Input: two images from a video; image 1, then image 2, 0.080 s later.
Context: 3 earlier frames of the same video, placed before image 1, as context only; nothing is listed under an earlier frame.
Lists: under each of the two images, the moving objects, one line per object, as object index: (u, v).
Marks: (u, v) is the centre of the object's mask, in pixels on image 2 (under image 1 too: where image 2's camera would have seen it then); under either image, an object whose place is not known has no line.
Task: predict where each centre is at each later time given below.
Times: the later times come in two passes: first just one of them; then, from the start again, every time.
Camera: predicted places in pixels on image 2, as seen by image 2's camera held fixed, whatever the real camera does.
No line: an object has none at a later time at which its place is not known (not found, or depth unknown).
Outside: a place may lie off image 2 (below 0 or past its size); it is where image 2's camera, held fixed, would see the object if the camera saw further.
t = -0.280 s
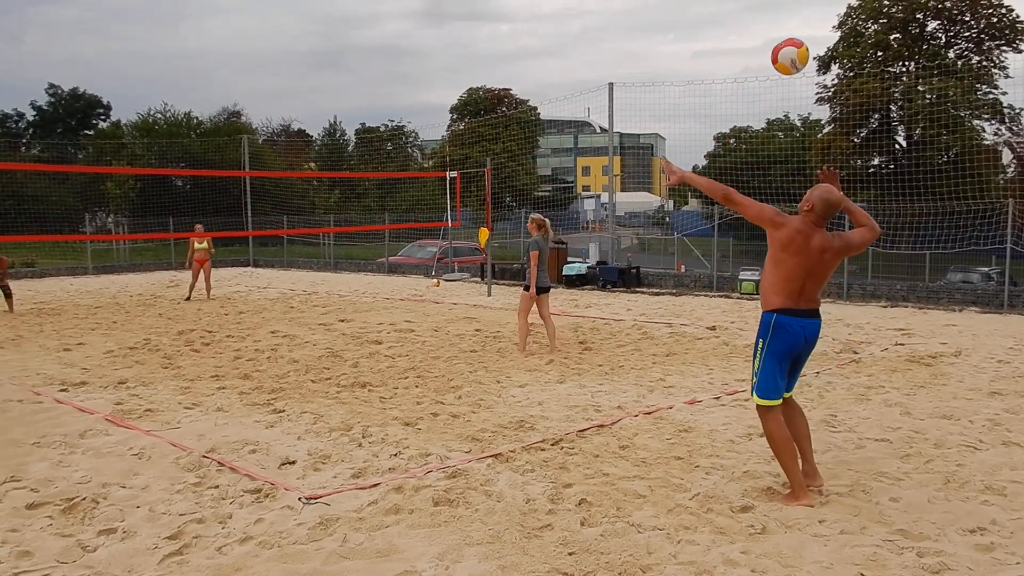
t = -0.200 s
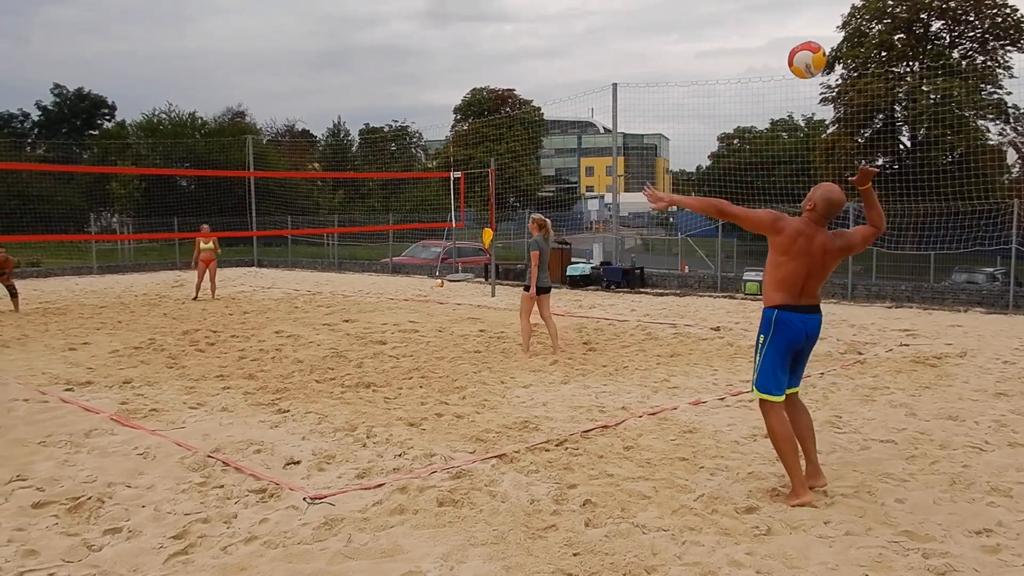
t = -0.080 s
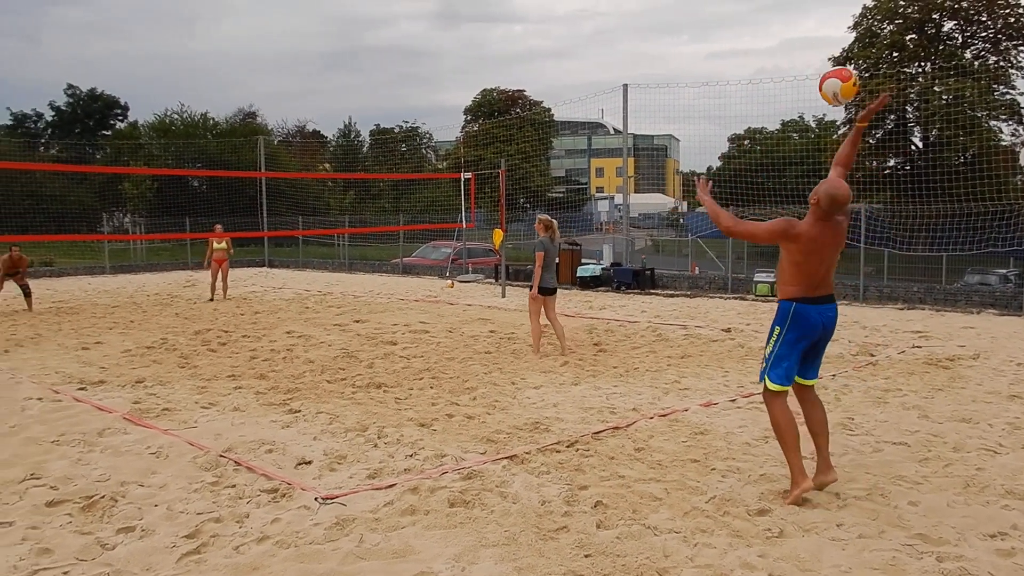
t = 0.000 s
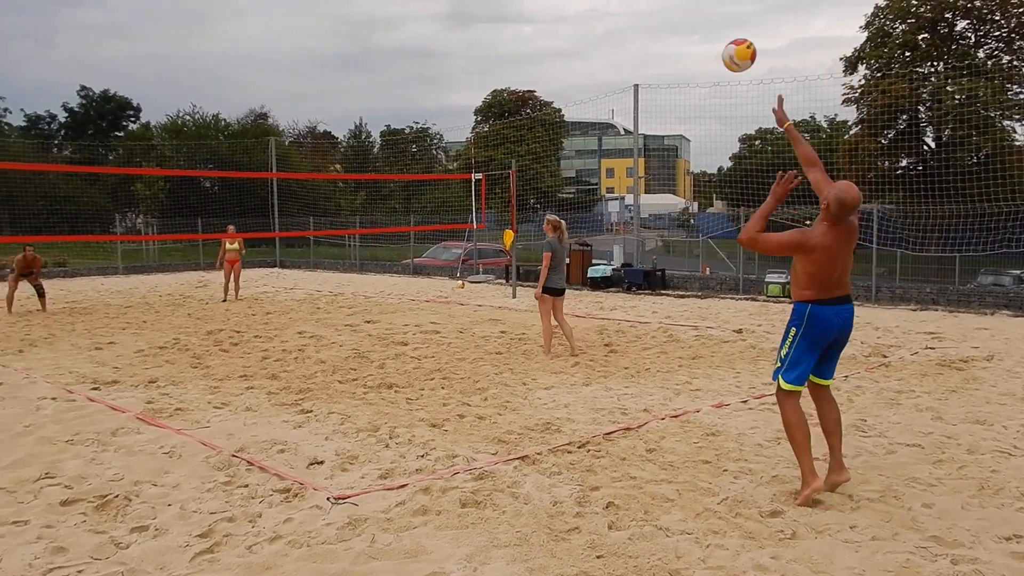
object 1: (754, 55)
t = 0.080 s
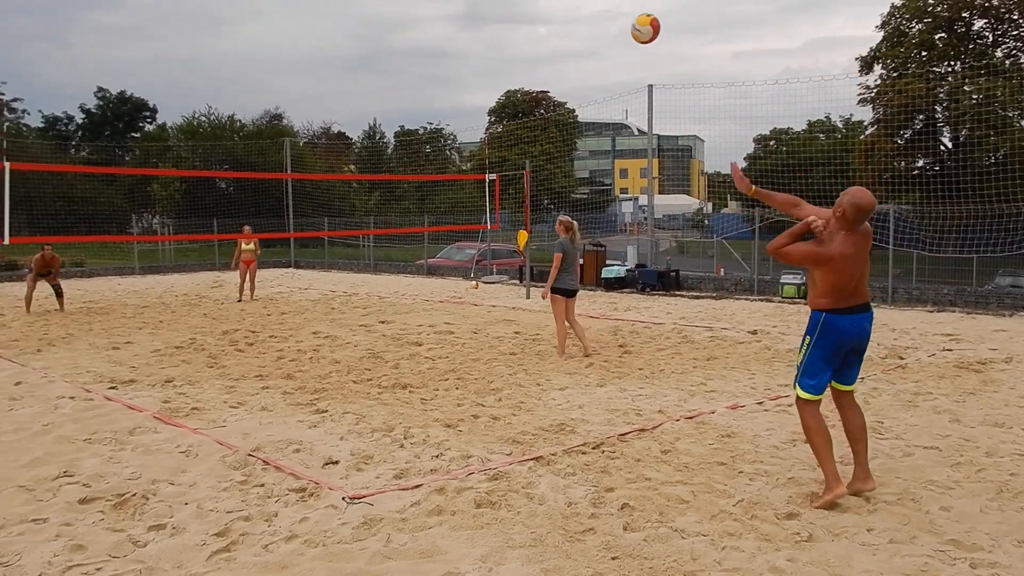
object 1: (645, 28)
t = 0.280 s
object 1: (482, 10)
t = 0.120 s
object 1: (603, 20)
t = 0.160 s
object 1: (567, 15)
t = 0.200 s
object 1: (535, 11)
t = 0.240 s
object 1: (507, 10)
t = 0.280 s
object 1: (482, 10)
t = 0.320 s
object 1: (460, 10)
